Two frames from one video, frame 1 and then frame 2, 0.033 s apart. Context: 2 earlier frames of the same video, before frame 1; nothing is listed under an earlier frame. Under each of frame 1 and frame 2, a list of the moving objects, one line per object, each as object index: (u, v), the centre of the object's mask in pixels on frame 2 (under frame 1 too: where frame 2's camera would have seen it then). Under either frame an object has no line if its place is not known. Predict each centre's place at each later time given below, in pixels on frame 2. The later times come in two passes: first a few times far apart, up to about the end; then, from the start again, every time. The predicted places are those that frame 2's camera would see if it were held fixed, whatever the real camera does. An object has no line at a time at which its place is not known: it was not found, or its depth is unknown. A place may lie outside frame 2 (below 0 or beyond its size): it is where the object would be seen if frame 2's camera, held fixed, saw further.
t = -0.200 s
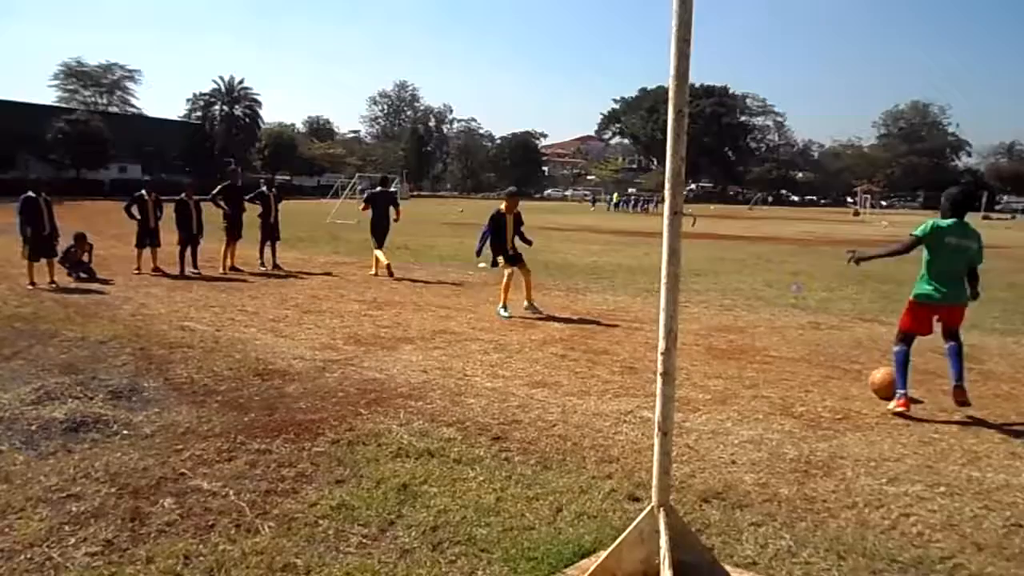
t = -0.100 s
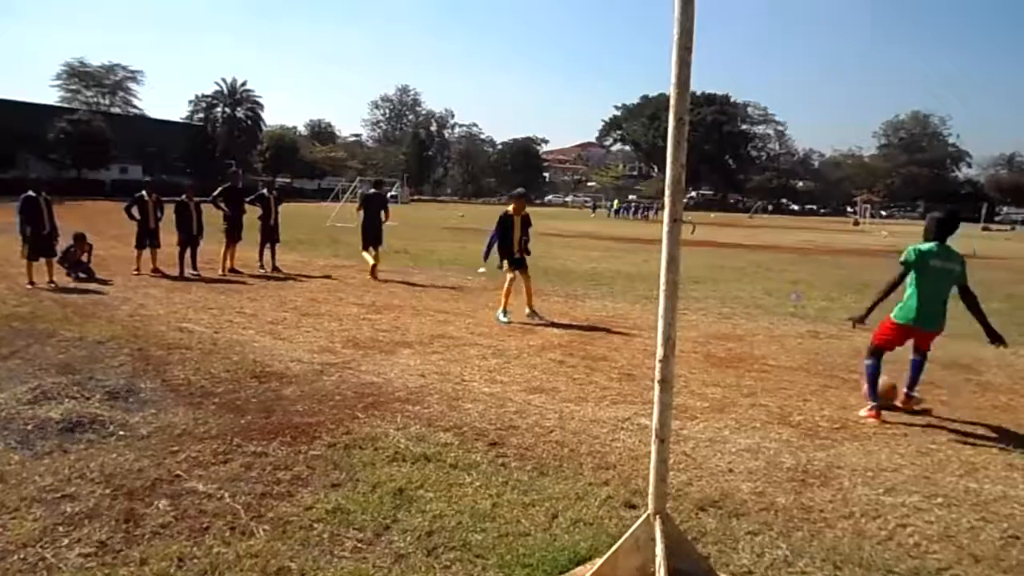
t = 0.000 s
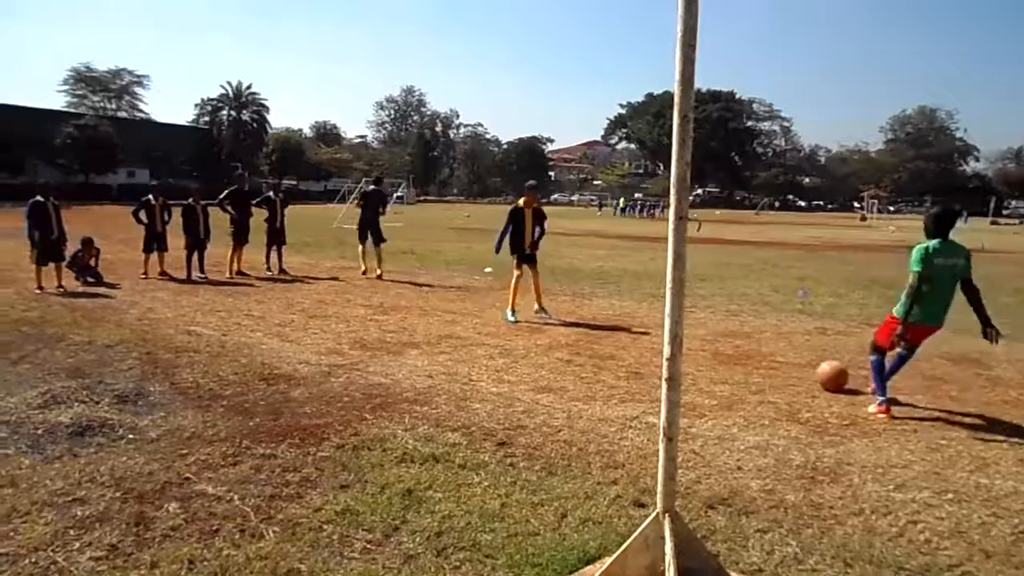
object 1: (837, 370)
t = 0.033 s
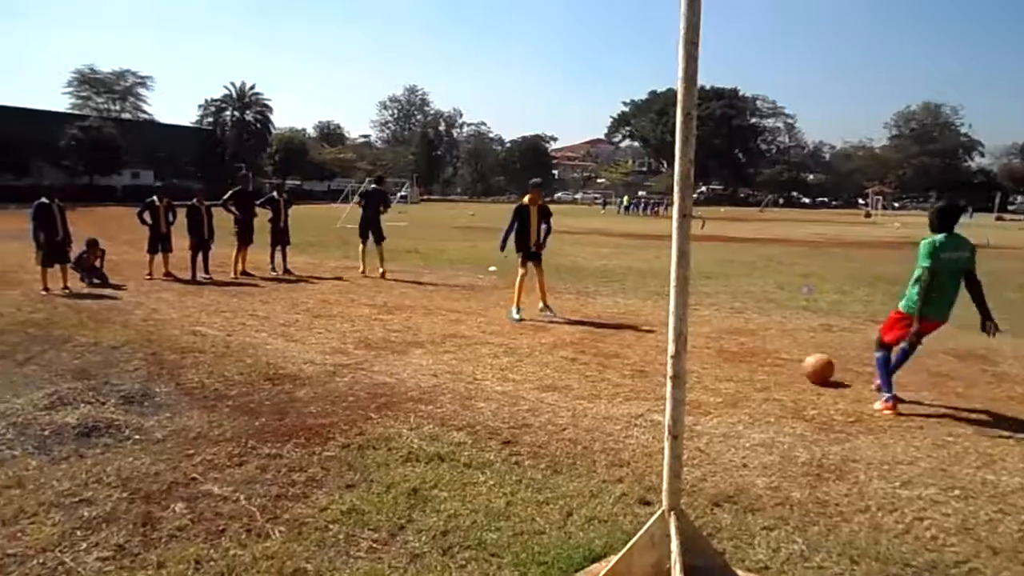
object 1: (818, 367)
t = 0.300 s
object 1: (716, 346)
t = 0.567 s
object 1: (644, 334)
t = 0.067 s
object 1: (801, 364)
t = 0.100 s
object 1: (784, 360)
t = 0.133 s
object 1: (771, 357)
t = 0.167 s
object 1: (757, 355)
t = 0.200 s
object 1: (747, 351)
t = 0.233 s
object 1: (737, 350)
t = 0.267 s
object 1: (725, 348)
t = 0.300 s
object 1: (716, 346)
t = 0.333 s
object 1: (706, 344)
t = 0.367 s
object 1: (697, 343)
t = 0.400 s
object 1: (693, 342)
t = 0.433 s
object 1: (690, 338)
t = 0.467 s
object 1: (662, 334)
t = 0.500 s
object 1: (658, 334)
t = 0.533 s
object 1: (653, 334)
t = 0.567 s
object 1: (644, 334)
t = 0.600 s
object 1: (636, 332)
